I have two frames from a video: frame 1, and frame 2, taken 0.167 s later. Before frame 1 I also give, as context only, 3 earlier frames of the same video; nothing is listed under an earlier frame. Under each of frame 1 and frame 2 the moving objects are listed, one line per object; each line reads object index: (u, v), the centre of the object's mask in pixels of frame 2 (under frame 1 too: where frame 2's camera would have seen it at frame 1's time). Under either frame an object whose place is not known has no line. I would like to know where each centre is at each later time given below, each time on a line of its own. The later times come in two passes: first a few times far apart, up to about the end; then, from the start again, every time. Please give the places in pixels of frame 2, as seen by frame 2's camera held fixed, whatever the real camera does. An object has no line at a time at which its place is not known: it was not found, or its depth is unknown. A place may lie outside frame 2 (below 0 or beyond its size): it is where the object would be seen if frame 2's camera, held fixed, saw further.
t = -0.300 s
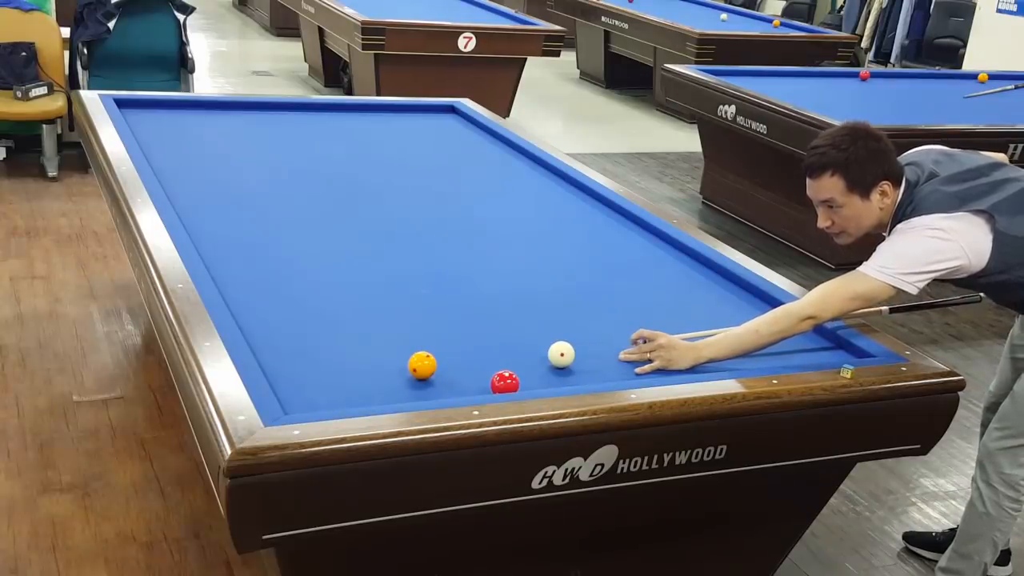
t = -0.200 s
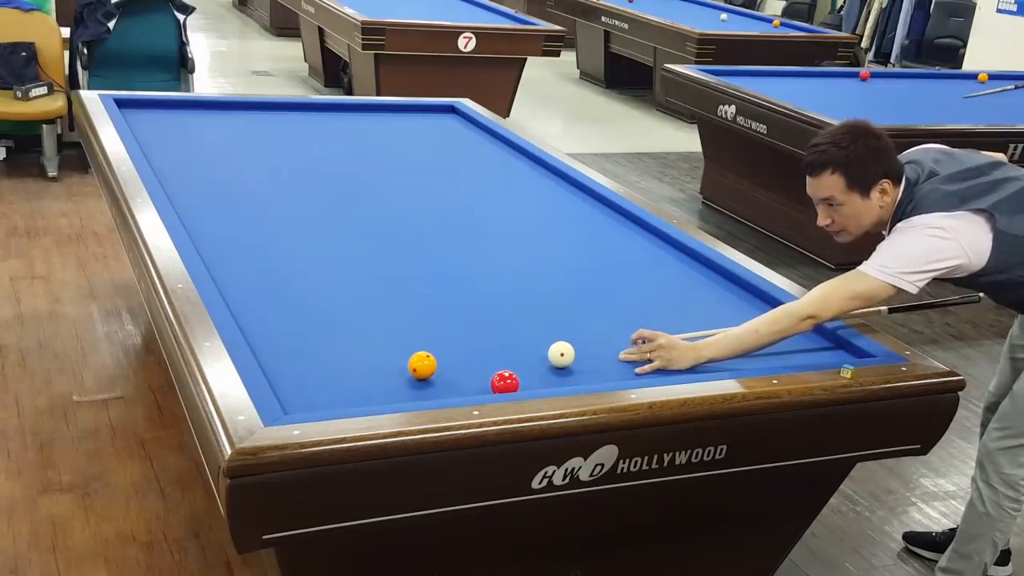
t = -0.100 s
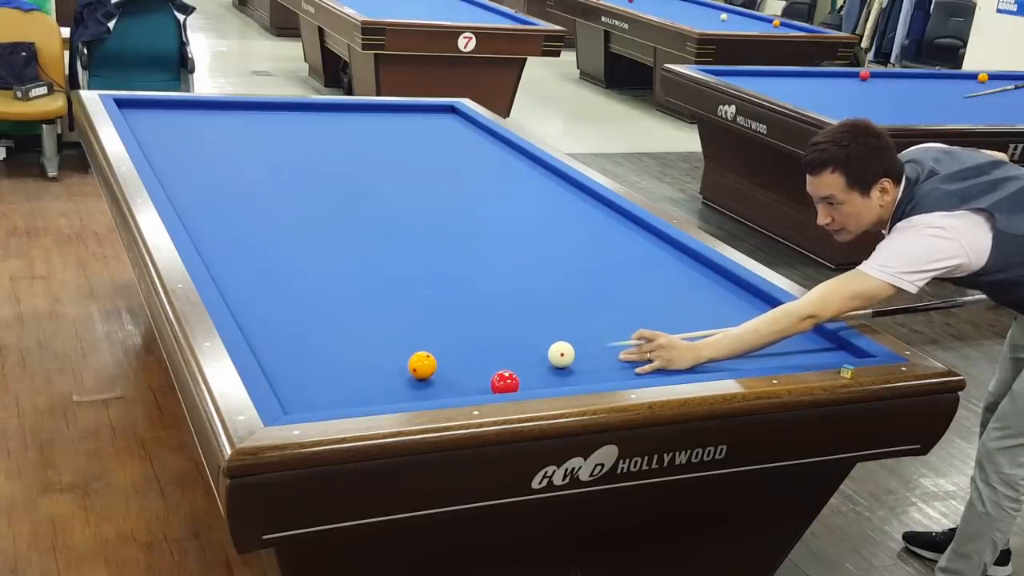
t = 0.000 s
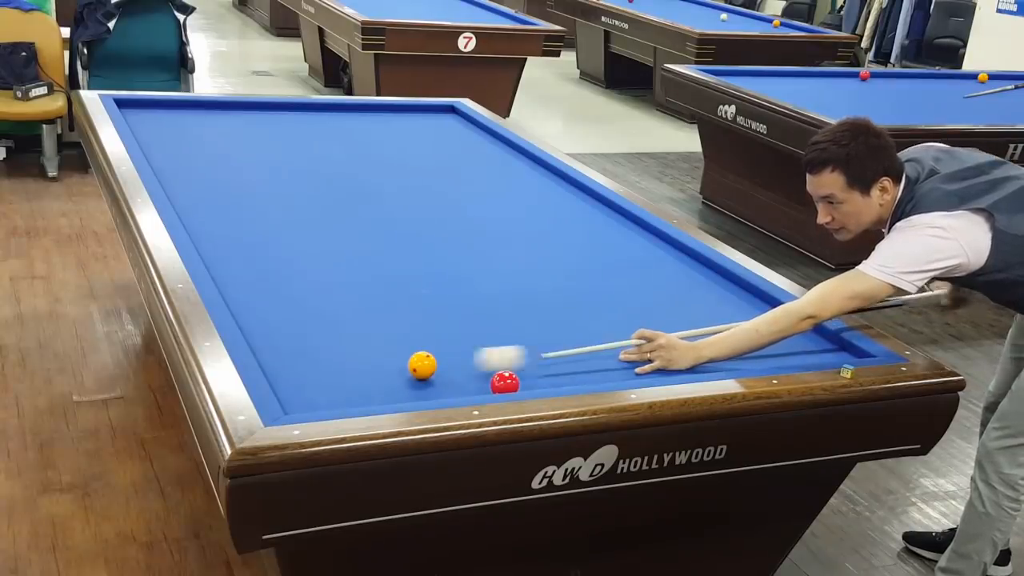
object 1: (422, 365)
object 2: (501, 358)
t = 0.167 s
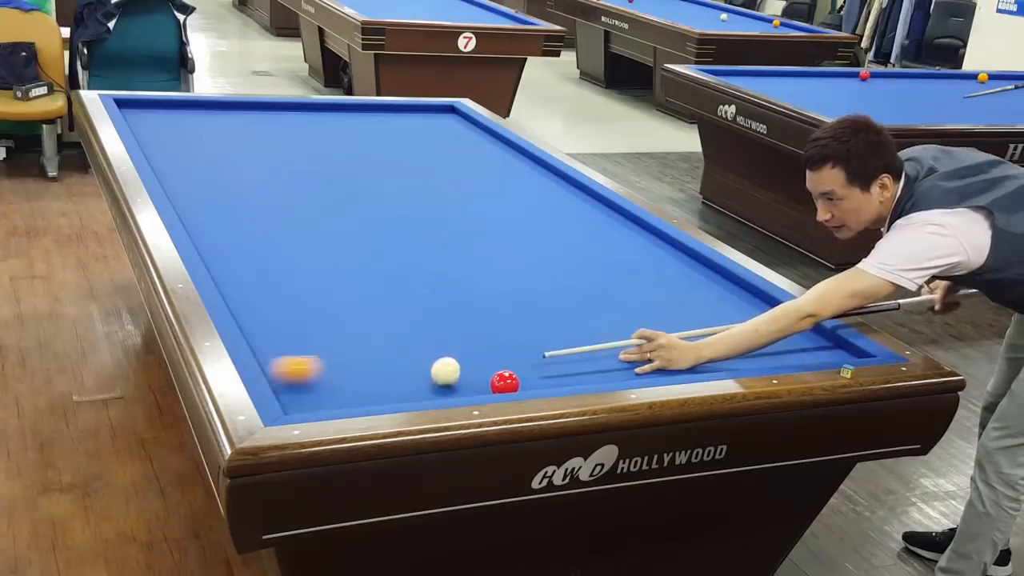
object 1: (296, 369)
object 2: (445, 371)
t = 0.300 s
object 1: (350, 359)
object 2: (423, 380)
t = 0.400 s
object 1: (410, 350)
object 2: (396, 387)
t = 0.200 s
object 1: (281, 368)
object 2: (441, 373)
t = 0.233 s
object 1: (303, 365)
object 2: (437, 375)
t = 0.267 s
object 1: (328, 362)
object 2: (430, 378)
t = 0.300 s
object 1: (350, 359)
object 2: (423, 380)
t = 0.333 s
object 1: (372, 356)
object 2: (414, 382)
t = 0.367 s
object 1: (392, 353)
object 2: (405, 385)
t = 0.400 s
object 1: (410, 350)
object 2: (396, 387)
